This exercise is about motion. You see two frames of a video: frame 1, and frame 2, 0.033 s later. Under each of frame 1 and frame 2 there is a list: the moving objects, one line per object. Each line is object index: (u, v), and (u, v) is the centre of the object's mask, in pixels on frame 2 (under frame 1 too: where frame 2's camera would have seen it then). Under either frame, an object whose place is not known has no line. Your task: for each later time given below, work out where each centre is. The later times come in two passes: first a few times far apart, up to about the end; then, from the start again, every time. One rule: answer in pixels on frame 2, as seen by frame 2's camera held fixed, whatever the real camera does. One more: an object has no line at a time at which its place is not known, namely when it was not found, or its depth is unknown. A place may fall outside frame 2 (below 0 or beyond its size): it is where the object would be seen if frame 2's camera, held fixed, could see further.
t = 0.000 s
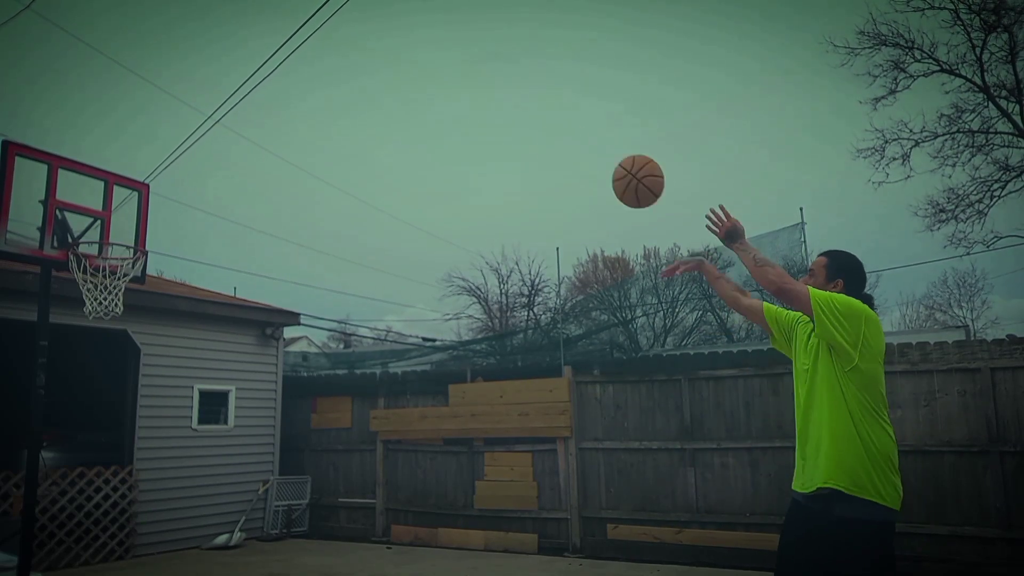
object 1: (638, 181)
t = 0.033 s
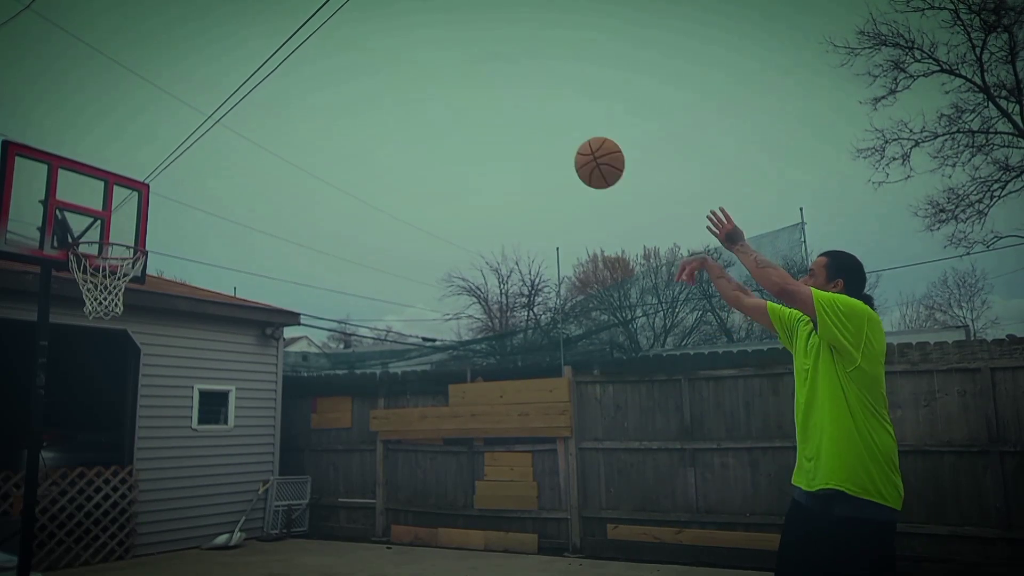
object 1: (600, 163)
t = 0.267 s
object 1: (385, 108)
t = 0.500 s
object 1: (223, 145)
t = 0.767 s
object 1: (94, 257)
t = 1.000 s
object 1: (141, 273)
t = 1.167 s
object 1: (128, 284)
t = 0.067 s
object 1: (564, 147)
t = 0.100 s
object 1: (530, 134)
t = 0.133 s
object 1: (498, 125)
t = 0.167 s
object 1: (468, 117)
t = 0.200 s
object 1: (439, 112)
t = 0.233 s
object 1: (411, 109)
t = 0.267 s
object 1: (385, 108)
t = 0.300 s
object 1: (359, 109)
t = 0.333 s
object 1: (335, 111)
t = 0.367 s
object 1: (311, 115)
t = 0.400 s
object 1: (288, 121)
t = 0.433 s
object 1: (266, 128)
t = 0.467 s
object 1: (244, 136)
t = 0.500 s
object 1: (223, 145)
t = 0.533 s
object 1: (202, 156)
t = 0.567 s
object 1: (183, 168)
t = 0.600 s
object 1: (163, 181)
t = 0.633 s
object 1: (144, 195)
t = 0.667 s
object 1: (126, 211)
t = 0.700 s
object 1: (107, 227)
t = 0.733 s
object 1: (90, 245)
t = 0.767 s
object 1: (94, 257)
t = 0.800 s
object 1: (111, 266)
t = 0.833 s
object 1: (129, 271)
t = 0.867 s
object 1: (138, 272)
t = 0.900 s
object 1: (141, 269)
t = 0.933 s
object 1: (140, 270)
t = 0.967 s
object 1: (140, 271)
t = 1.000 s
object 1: (141, 273)
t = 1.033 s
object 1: (145, 271)
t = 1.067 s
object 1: (141, 275)
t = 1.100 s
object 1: (138, 278)
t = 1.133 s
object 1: (133, 280)
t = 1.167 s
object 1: (128, 284)
